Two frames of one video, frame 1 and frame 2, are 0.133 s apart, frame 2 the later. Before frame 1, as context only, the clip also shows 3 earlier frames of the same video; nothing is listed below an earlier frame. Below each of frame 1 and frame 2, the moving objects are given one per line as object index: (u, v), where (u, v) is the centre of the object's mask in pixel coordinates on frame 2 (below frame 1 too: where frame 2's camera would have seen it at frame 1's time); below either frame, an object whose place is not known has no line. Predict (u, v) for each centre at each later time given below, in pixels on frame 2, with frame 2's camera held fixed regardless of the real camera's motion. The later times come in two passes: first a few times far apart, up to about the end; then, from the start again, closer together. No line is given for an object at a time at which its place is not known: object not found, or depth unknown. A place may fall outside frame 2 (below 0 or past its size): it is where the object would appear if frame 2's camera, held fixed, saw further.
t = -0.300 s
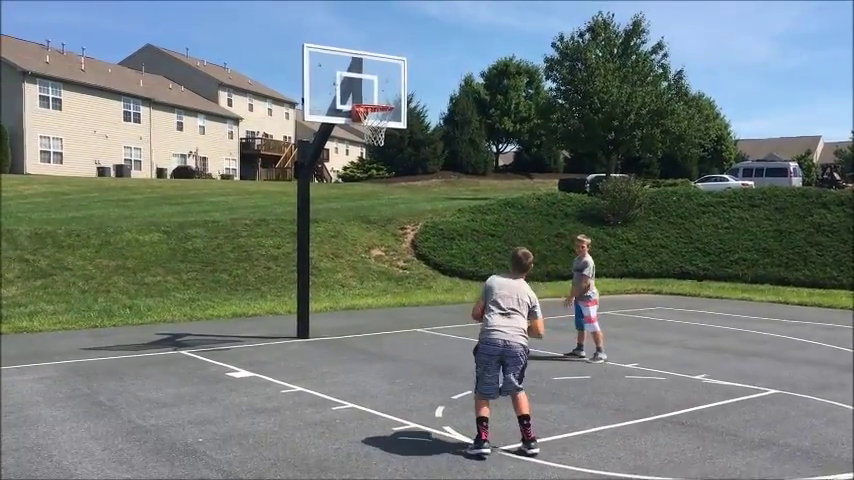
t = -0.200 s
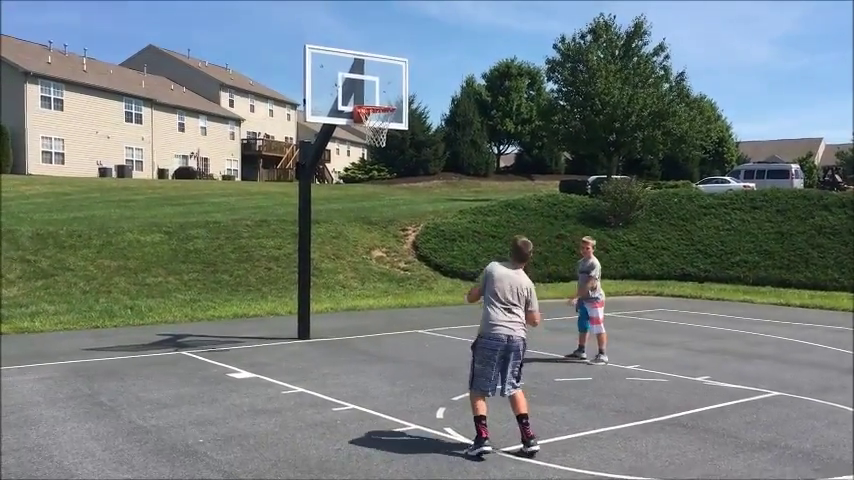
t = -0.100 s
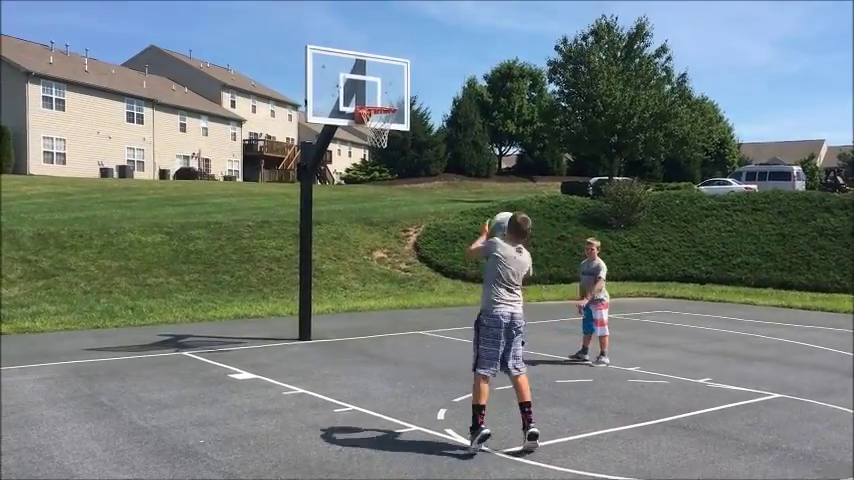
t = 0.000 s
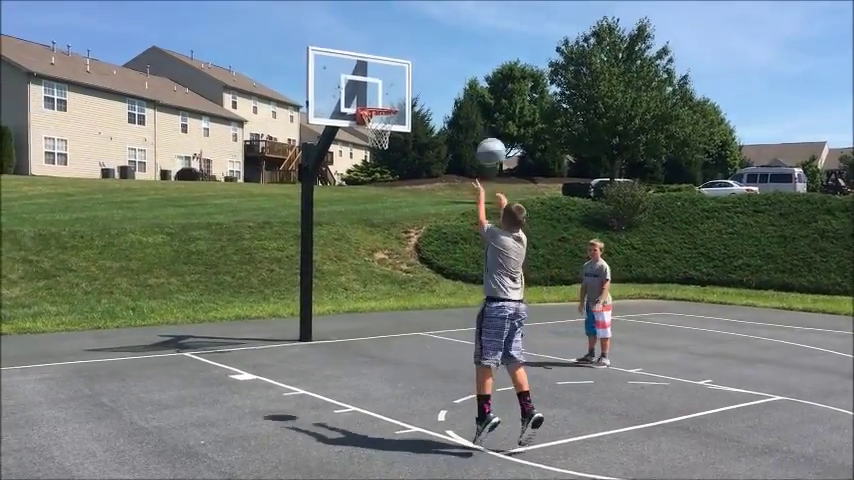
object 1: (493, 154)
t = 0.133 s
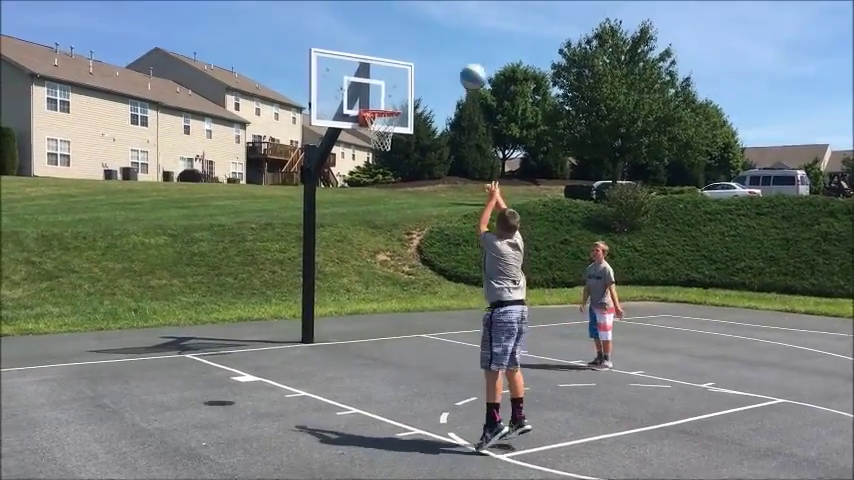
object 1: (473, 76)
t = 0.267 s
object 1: (455, 28)
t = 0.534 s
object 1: (424, 0)
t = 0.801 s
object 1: (399, 38)
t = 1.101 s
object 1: (398, 104)
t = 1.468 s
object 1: (465, 150)
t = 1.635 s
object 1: (492, 200)
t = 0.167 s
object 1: (468, 62)
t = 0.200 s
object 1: (464, 49)
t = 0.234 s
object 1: (459, 38)
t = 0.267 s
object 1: (455, 28)
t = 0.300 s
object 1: (451, 20)
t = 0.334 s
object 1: (446, 14)
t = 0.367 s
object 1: (442, 8)
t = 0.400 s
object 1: (438, 5)
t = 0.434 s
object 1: (435, 2)
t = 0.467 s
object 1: (431, 1)
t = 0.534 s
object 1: (424, 0)
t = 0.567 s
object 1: (420, 2)
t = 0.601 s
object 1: (417, 5)
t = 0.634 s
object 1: (414, 8)
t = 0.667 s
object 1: (411, 12)
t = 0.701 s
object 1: (408, 17)
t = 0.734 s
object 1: (405, 23)
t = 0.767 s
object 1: (402, 30)
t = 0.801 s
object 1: (399, 38)
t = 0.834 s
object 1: (397, 46)
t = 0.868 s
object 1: (394, 55)
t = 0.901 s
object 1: (391, 65)
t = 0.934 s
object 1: (389, 76)
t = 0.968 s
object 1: (386, 86)
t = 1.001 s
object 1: (385, 98)
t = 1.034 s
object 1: (387, 103)
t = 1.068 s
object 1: (392, 104)
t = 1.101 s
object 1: (398, 104)
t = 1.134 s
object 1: (405, 106)
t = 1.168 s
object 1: (411, 106)
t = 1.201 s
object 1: (417, 107)
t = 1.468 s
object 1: (465, 150)
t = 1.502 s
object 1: (470, 159)
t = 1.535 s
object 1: (476, 168)
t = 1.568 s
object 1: (481, 177)
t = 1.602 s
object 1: (487, 188)
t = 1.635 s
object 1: (492, 200)
